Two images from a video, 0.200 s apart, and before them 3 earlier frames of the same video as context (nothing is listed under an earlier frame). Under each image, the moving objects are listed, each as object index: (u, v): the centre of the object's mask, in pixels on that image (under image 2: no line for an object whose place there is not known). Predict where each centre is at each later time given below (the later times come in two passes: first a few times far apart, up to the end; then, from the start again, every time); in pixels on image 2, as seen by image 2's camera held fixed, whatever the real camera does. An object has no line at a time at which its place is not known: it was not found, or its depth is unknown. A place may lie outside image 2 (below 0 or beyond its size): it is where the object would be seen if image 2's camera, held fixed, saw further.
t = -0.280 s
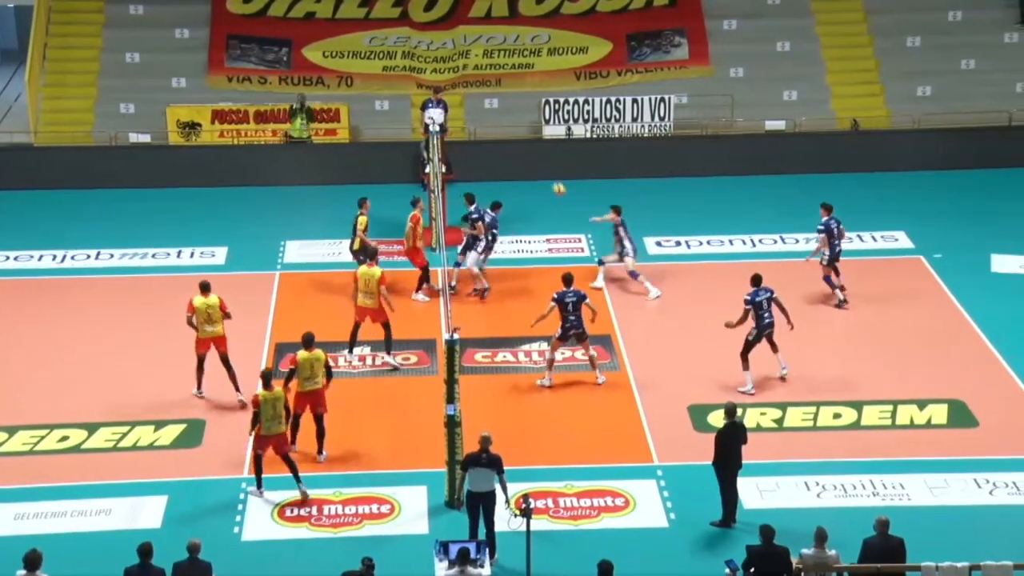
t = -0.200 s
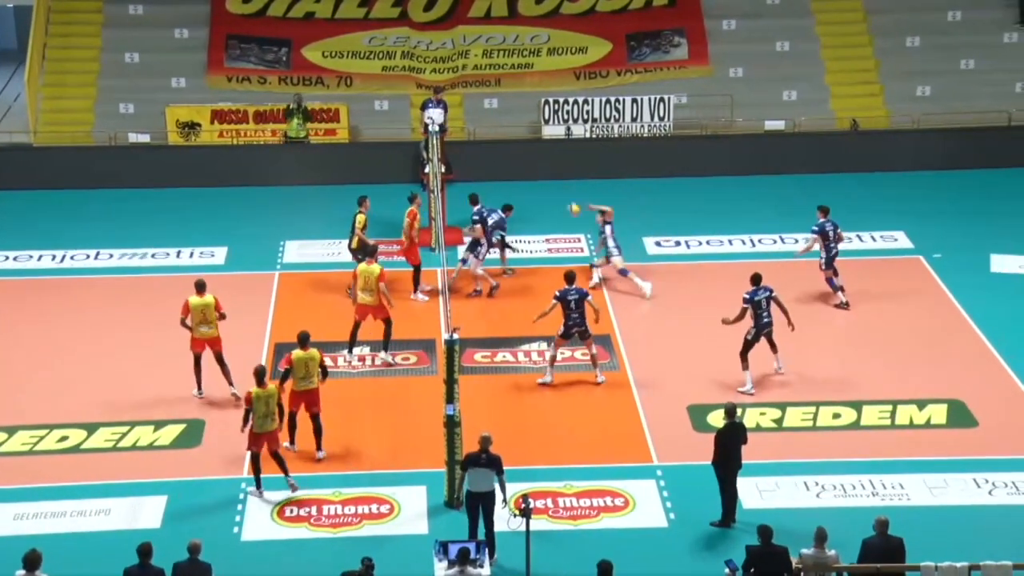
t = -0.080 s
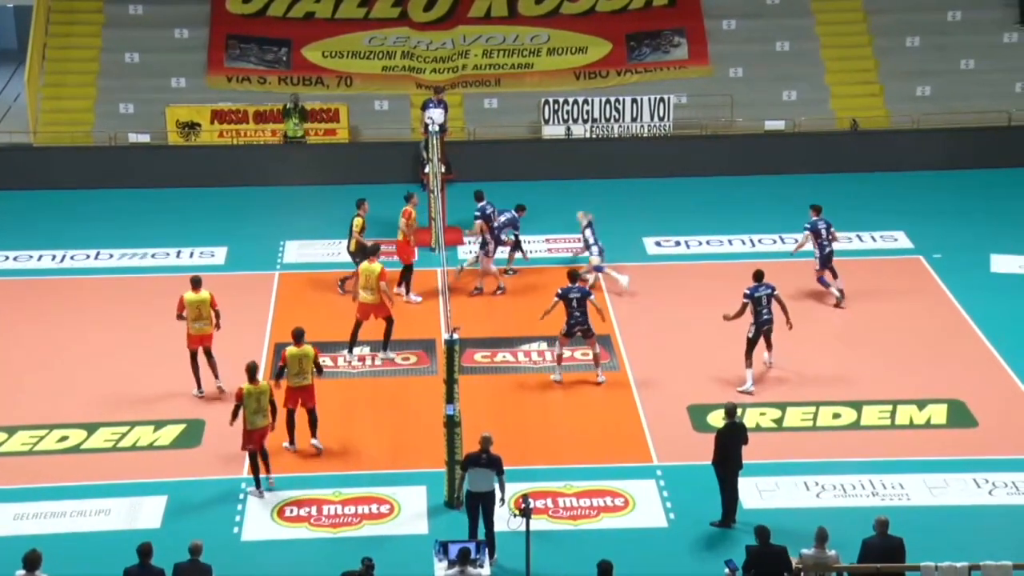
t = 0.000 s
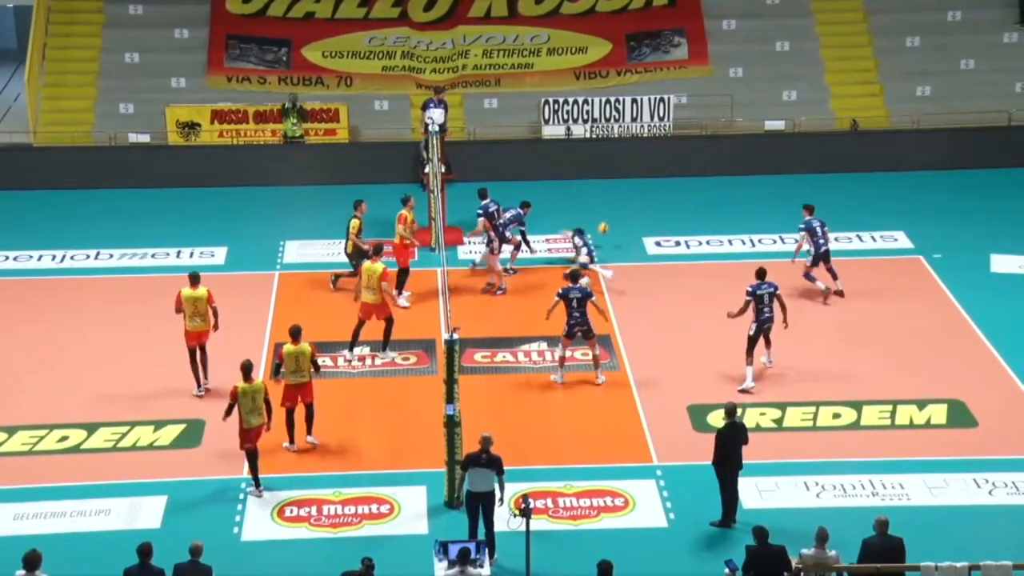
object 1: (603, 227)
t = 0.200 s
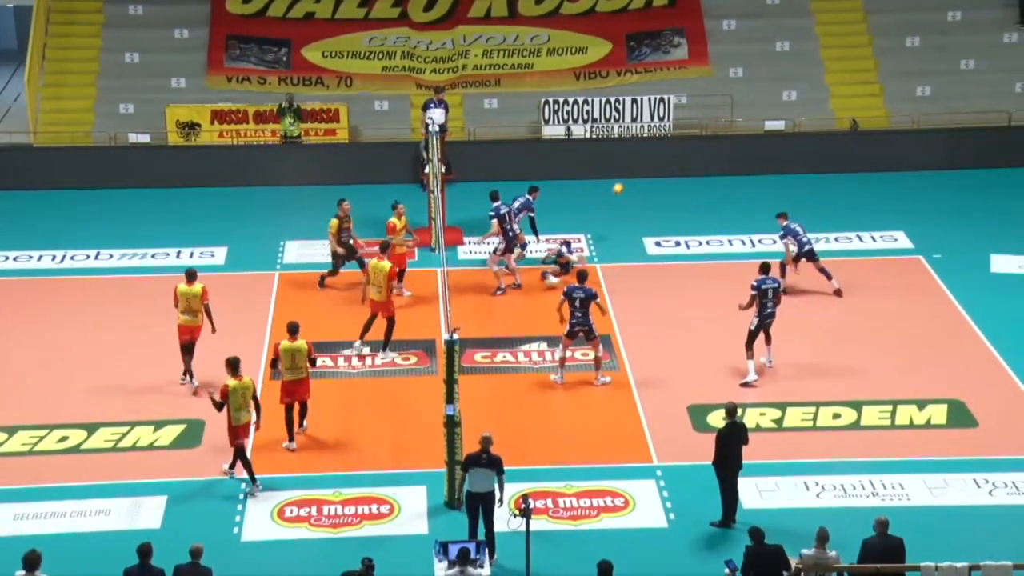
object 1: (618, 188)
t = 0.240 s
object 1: (621, 183)
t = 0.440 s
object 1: (634, 168)
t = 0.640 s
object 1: (648, 171)
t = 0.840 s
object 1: (662, 193)
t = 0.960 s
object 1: (670, 215)
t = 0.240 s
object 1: (621, 183)
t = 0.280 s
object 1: (623, 178)
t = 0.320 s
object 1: (626, 174)
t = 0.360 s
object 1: (629, 171)
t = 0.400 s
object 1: (632, 169)
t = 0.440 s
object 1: (634, 168)
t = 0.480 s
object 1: (637, 167)
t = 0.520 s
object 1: (640, 166)
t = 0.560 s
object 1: (643, 167)
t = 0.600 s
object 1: (646, 169)
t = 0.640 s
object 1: (648, 171)
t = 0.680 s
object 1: (651, 173)
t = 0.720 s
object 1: (654, 178)
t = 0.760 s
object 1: (657, 182)
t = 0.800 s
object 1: (660, 187)
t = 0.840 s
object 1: (662, 193)
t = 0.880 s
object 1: (665, 200)
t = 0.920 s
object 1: (667, 207)
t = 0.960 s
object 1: (670, 215)
